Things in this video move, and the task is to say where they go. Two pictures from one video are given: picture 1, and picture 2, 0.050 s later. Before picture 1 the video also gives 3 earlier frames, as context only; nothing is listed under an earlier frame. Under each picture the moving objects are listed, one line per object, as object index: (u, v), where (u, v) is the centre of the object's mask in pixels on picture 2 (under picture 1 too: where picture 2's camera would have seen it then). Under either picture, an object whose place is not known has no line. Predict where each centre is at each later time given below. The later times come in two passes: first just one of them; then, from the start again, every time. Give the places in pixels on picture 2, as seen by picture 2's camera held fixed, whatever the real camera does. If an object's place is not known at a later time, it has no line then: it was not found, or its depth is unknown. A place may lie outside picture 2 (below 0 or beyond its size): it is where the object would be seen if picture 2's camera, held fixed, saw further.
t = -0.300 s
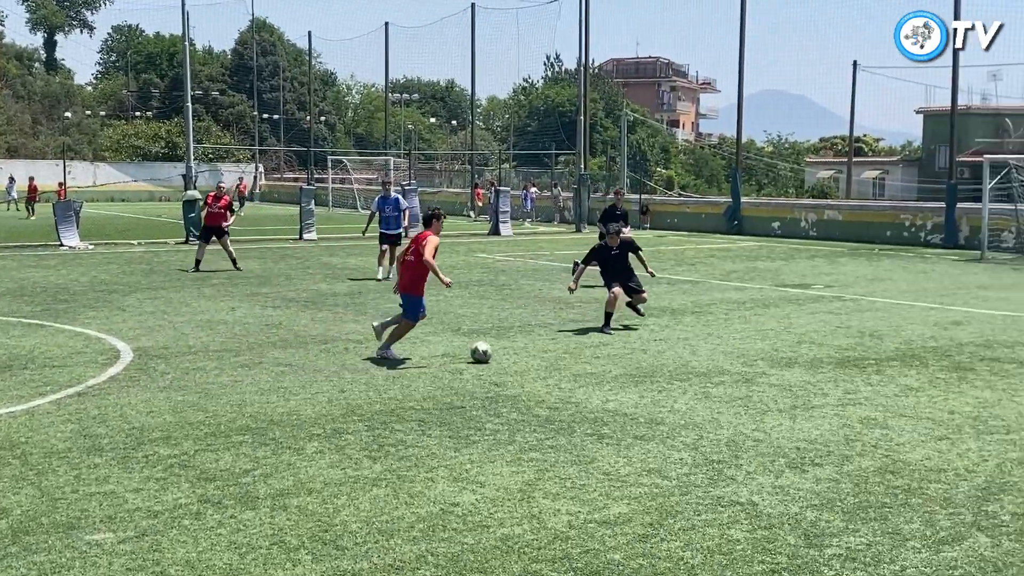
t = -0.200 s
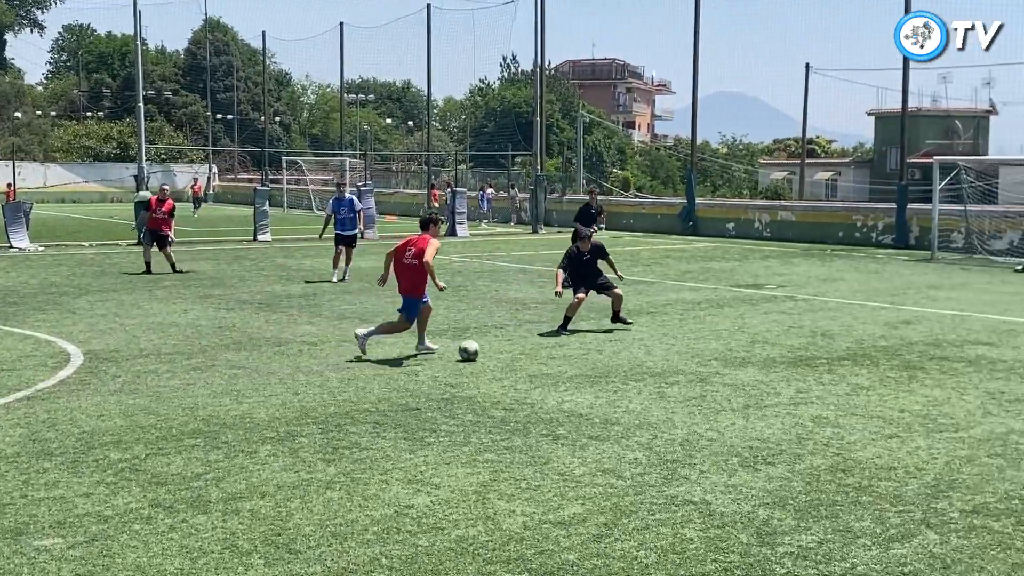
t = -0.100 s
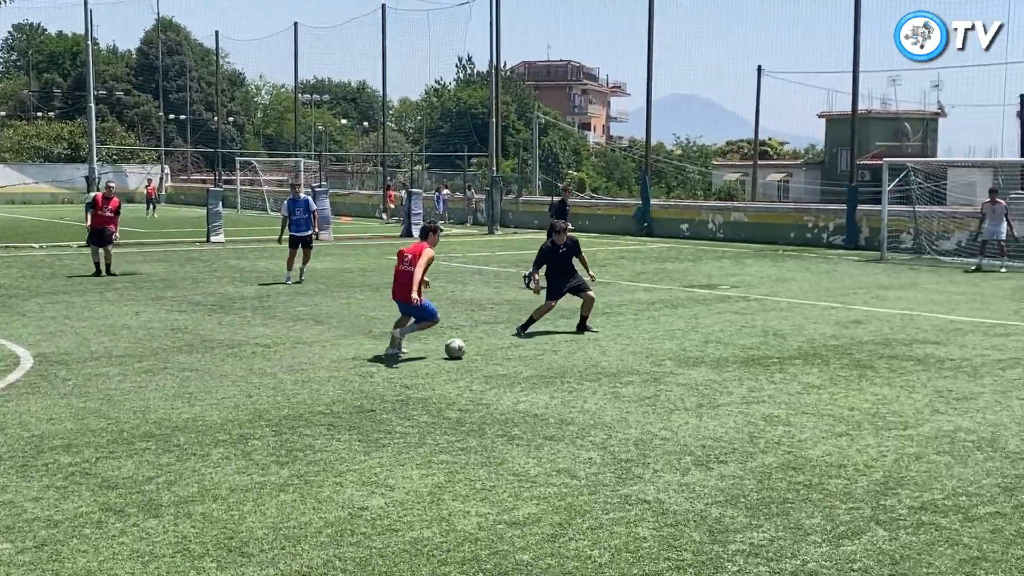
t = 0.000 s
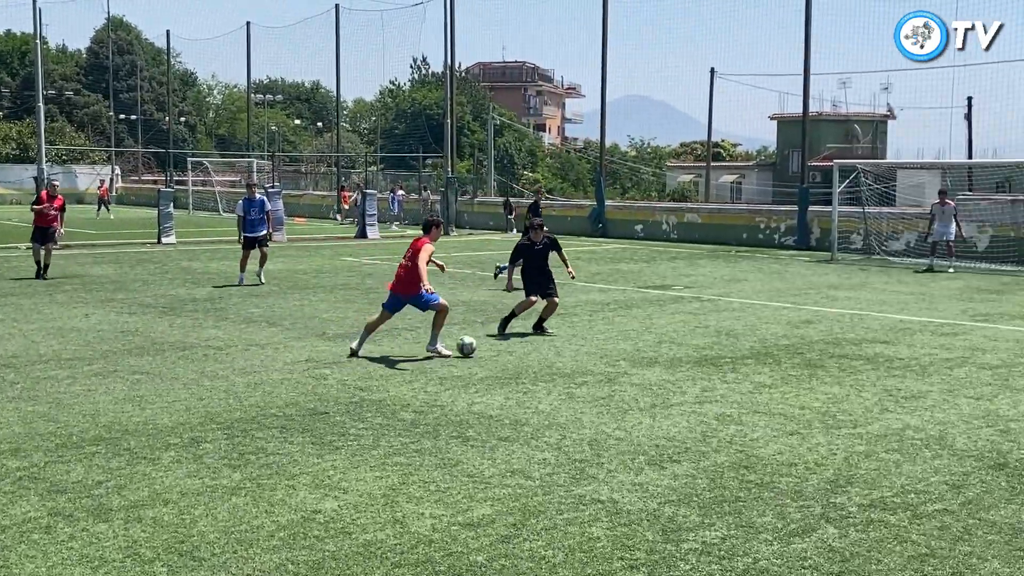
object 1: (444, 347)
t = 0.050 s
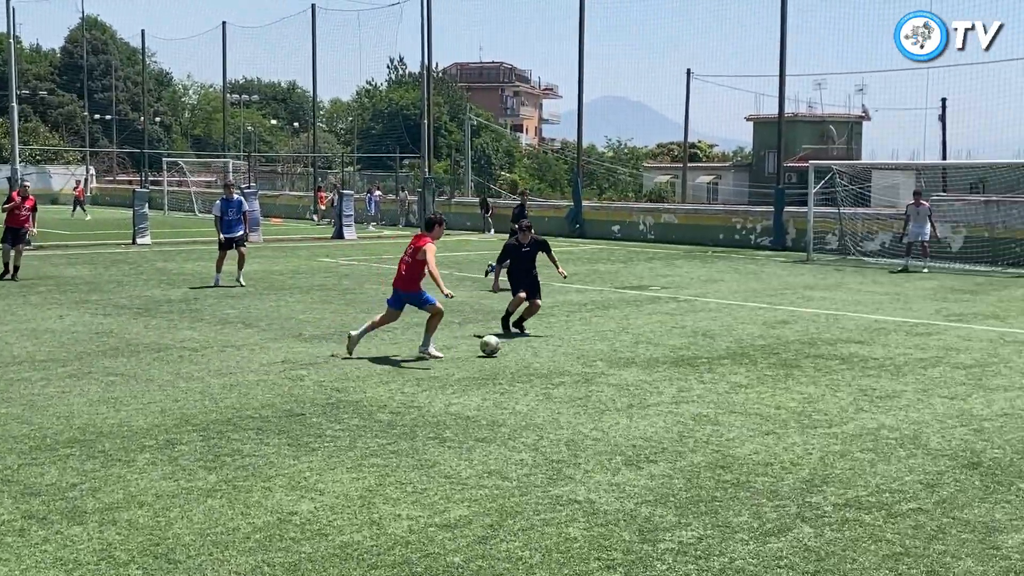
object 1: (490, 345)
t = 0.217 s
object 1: (627, 343)
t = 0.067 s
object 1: (505, 345)
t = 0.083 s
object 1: (520, 345)
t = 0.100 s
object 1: (535, 346)
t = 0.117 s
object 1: (549, 345)
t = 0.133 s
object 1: (562, 344)
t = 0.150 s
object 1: (575, 344)
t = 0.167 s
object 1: (588, 343)
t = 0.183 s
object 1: (601, 343)
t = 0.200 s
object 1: (614, 343)
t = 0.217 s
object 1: (627, 343)
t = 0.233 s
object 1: (638, 343)
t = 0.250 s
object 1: (649, 341)
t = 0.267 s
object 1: (660, 340)
